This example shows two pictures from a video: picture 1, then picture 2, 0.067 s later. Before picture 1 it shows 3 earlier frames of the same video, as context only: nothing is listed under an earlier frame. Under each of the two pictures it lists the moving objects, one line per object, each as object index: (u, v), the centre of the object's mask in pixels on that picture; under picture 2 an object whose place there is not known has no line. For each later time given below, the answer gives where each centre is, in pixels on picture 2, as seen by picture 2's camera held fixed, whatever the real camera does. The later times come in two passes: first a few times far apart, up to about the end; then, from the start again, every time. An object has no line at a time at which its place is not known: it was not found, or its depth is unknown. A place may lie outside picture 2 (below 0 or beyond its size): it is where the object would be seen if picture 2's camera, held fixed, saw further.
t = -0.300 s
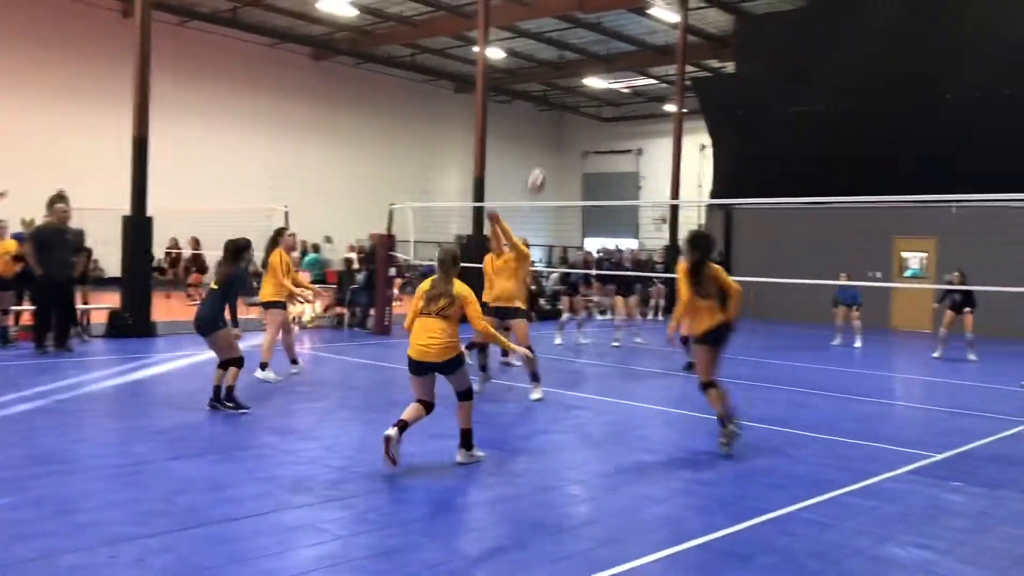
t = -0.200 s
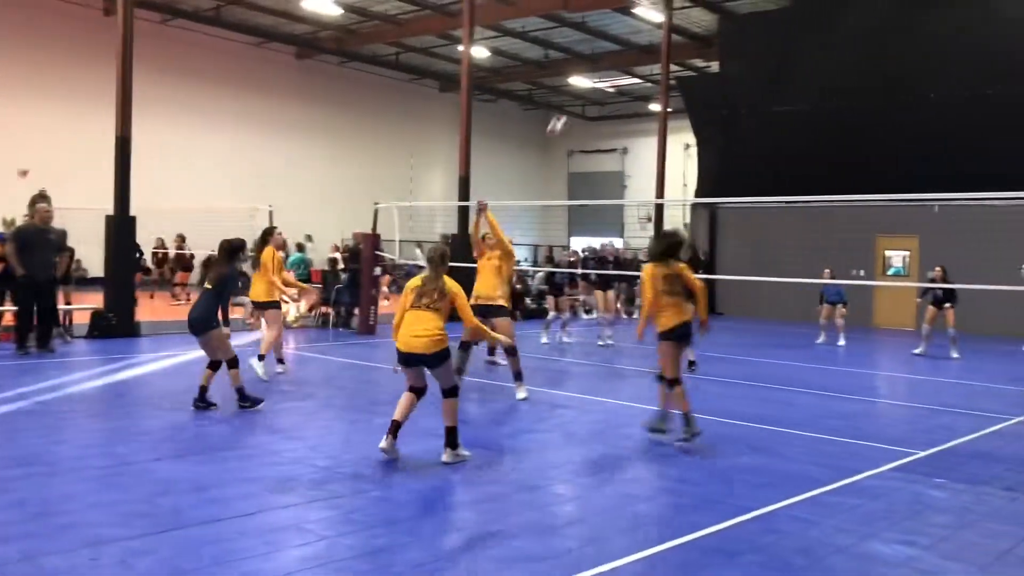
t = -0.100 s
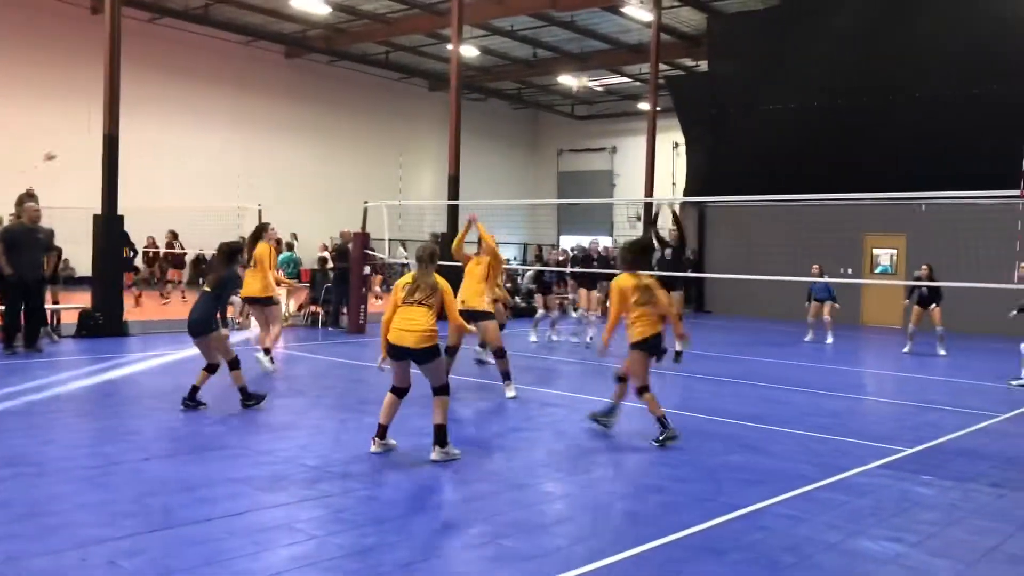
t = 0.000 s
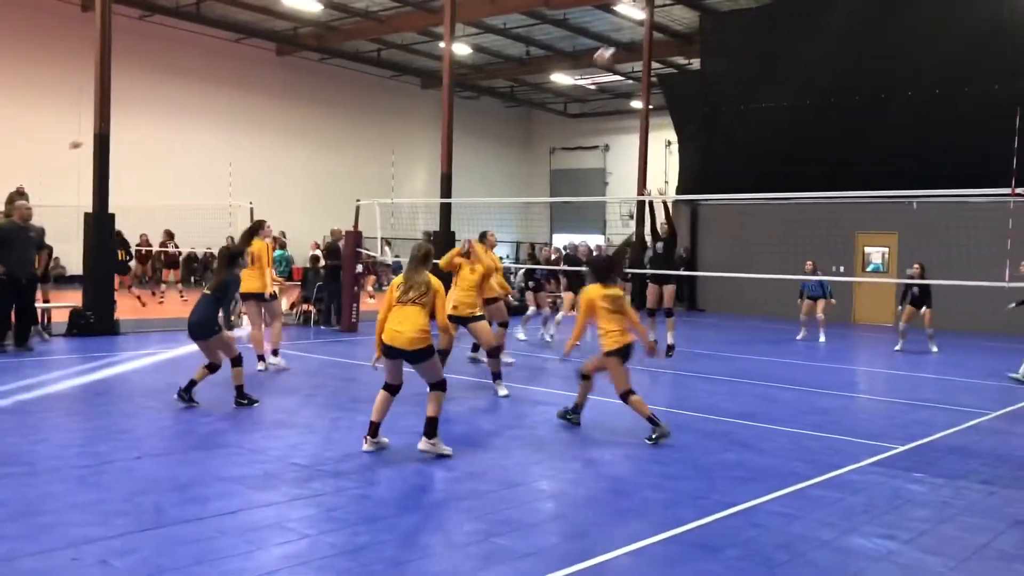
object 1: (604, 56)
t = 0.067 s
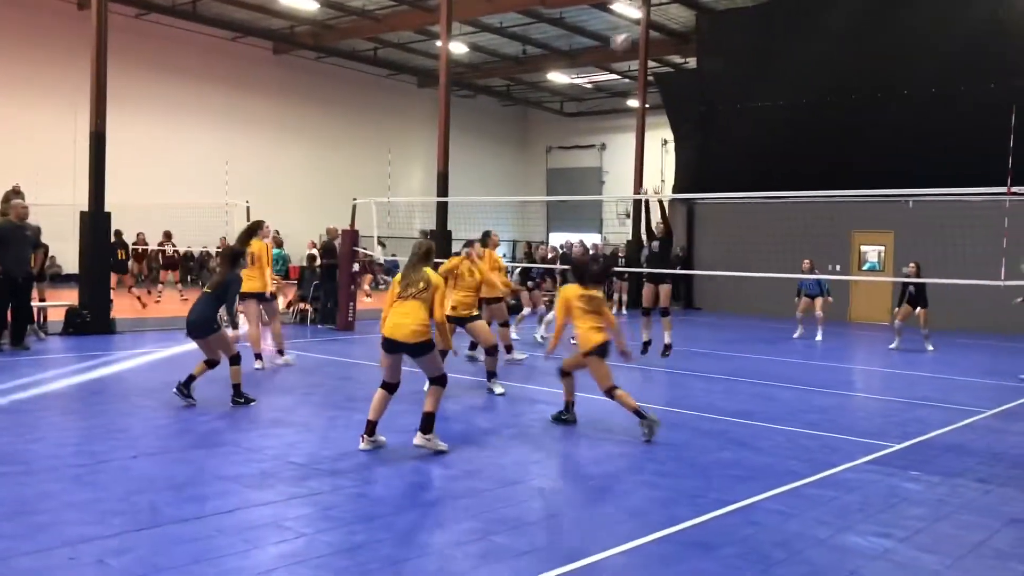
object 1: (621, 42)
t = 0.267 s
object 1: (673, 30)
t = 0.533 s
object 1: (727, 62)
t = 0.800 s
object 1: (770, 138)
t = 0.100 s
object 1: (630, 38)
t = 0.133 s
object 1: (639, 32)
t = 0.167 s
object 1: (648, 31)
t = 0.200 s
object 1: (656, 30)
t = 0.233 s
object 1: (664, 27)
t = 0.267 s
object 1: (673, 30)
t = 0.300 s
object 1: (679, 31)
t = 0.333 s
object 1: (687, 33)
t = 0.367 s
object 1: (694, 36)
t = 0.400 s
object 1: (701, 40)
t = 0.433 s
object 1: (707, 44)
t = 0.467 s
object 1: (714, 49)
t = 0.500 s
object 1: (721, 56)
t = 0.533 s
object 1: (727, 62)
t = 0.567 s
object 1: (733, 69)
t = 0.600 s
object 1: (739, 78)
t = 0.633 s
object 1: (744, 86)
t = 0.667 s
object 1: (750, 95)
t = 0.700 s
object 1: (755, 104)
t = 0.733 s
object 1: (761, 115)
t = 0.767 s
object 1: (766, 126)
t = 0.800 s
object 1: (770, 138)
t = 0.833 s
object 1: (775, 150)
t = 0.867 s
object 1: (779, 162)
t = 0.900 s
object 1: (784, 175)
